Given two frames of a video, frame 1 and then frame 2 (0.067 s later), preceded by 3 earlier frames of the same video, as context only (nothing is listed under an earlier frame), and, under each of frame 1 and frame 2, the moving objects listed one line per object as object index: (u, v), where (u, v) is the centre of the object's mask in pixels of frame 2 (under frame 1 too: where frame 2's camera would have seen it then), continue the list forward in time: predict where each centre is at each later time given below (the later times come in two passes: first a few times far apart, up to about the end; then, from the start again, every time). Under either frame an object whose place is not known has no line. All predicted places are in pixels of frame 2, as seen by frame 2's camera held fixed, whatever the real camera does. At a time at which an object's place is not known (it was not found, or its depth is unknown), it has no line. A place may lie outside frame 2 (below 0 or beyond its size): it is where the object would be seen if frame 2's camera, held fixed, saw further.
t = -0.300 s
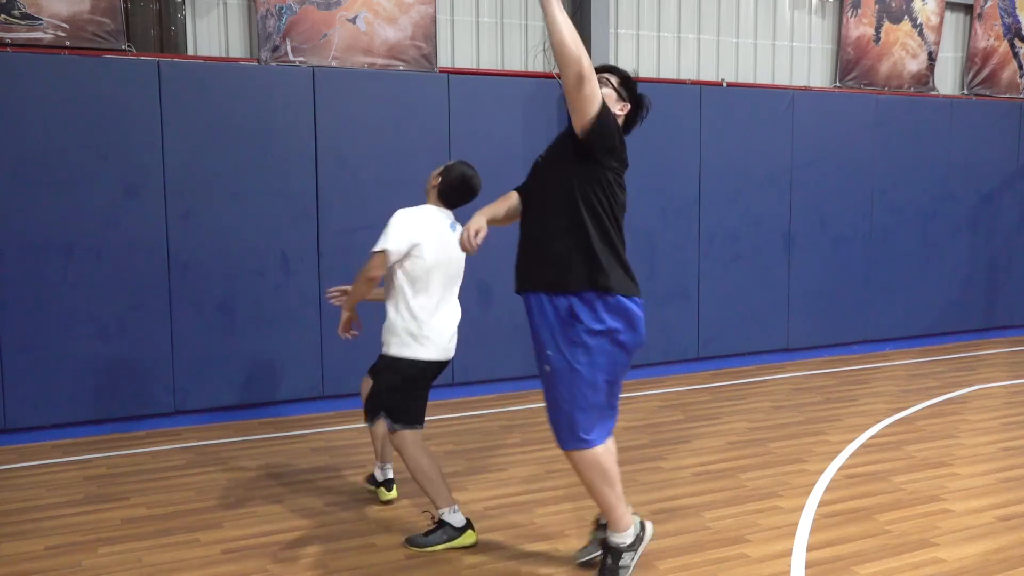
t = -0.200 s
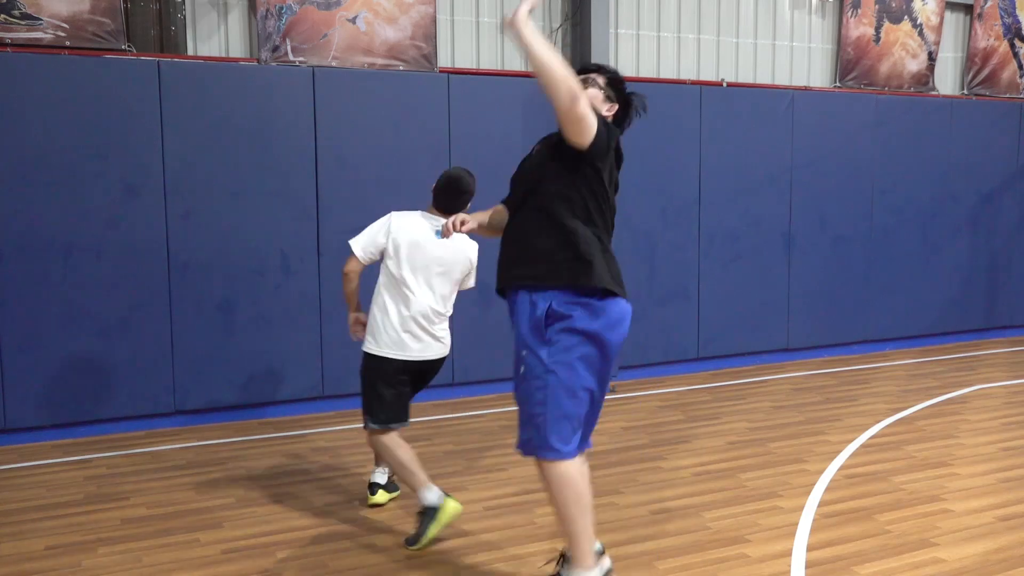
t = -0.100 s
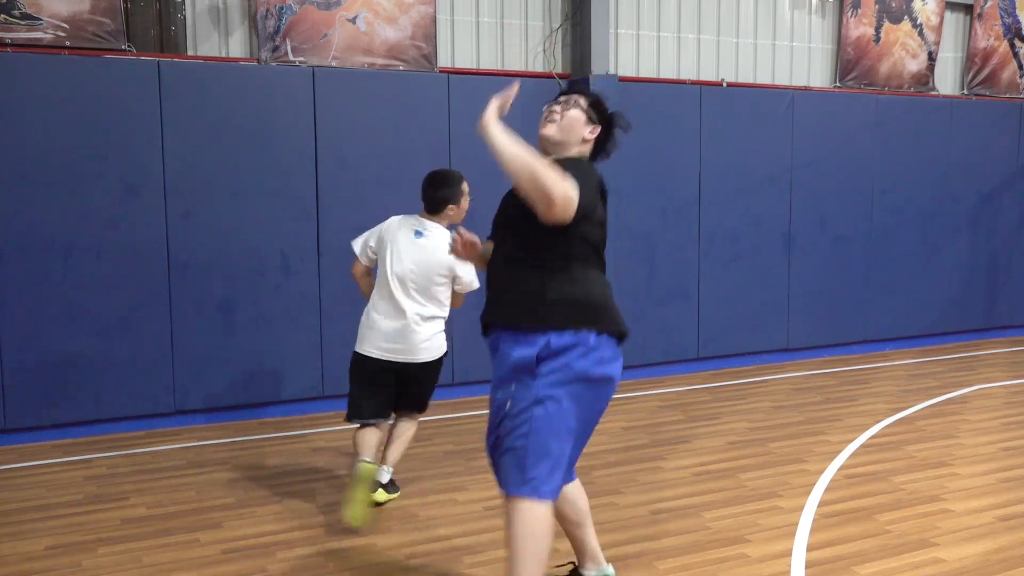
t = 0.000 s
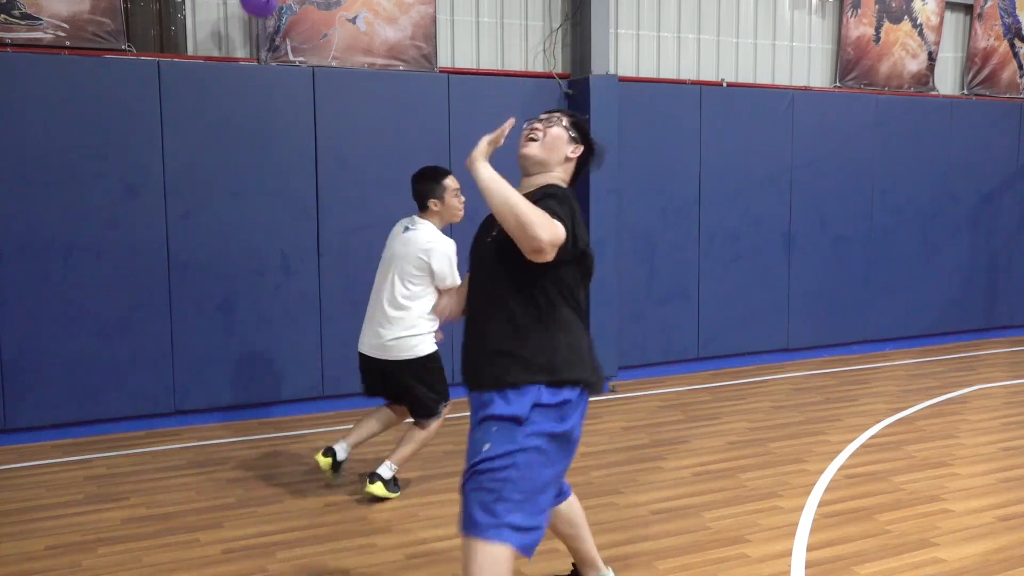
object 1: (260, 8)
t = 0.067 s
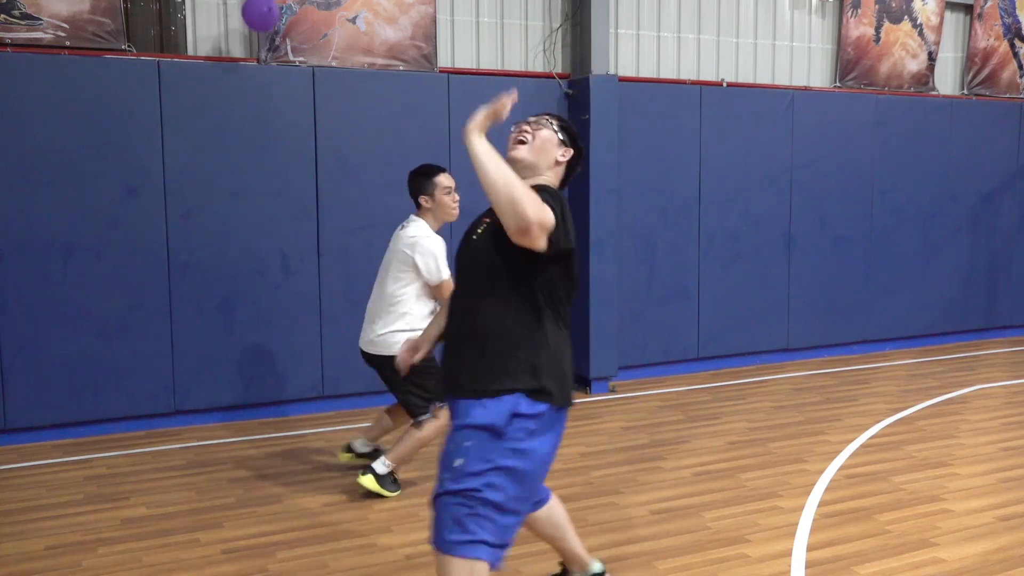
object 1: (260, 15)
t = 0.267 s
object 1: (265, 49)
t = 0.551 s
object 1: (274, 91)
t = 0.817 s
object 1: (287, 144)
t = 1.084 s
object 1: (299, 204)
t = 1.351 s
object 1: (305, 253)
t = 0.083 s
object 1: (262, 18)
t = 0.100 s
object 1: (262, 20)
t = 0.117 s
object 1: (262, 23)
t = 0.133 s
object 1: (262, 26)
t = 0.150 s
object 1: (263, 30)
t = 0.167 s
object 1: (263, 33)
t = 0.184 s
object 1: (263, 35)
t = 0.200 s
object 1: (264, 38)
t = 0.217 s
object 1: (264, 41)
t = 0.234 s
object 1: (265, 44)
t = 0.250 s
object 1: (265, 47)
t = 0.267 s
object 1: (265, 49)
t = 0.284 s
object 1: (265, 52)
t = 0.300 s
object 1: (266, 55)
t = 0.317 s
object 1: (266, 57)
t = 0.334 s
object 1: (267, 59)
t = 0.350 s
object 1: (267, 62)
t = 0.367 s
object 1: (268, 64)
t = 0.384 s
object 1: (268, 67)
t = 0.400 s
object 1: (268, 69)
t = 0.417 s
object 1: (269, 71)
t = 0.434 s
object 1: (269, 74)
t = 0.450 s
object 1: (270, 76)
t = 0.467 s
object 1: (271, 79)
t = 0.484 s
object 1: (271, 81)
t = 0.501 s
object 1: (272, 84)
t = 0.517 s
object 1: (273, 86)
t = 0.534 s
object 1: (273, 89)
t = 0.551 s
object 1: (274, 91)
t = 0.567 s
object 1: (275, 94)
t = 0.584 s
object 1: (276, 97)
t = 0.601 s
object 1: (276, 100)
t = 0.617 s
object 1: (277, 103)
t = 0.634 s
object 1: (278, 106)
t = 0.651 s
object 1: (279, 110)
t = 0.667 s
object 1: (280, 113)
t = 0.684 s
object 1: (280, 116)
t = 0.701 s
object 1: (281, 119)
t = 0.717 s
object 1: (282, 123)
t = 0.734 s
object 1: (283, 126)
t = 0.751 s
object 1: (284, 130)
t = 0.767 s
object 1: (285, 133)
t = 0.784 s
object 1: (285, 137)
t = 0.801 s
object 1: (286, 140)
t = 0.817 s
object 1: (287, 144)
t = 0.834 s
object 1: (288, 148)
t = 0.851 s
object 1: (289, 151)
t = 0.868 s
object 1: (290, 155)
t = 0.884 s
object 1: (291, 159)
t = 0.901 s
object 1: (291, 163)
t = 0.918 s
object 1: (292, 167)
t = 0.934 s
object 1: (293, 170)
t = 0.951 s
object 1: (293, 174)
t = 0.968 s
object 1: (294, 178)
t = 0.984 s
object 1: (295, 181)
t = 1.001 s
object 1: (295, 185)
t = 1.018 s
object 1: (296, 189)
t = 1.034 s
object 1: (296, 192)
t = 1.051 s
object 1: (298, 196)
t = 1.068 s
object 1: (298, 200)
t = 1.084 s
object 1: (299, 204)
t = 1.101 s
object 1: (299, 208)
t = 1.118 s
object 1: (300, 211)
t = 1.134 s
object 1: (300, 214)
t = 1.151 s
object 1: (301, 218)
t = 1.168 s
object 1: (301, 221)
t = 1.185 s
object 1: (302, 224)
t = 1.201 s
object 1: (302, 227)
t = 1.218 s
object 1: (302, 230)
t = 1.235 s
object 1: (303, 233)
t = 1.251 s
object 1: (303, 236)
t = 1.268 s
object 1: (303, 239)
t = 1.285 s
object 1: (304, 242)
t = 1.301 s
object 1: (304, 244)
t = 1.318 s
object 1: (304, 247)
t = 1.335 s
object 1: (304, 250)
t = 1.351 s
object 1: (305, 253)
